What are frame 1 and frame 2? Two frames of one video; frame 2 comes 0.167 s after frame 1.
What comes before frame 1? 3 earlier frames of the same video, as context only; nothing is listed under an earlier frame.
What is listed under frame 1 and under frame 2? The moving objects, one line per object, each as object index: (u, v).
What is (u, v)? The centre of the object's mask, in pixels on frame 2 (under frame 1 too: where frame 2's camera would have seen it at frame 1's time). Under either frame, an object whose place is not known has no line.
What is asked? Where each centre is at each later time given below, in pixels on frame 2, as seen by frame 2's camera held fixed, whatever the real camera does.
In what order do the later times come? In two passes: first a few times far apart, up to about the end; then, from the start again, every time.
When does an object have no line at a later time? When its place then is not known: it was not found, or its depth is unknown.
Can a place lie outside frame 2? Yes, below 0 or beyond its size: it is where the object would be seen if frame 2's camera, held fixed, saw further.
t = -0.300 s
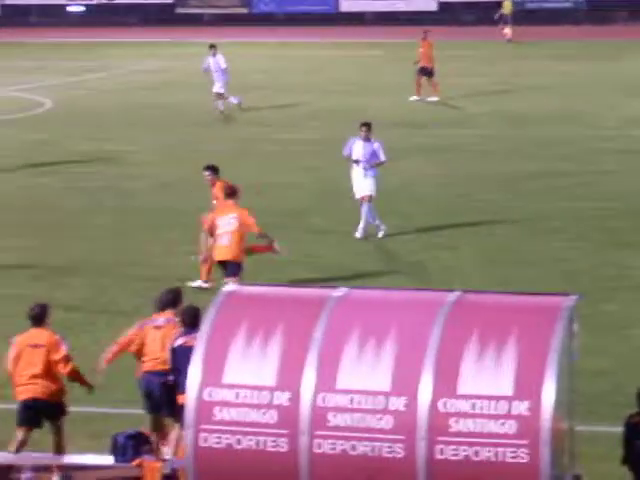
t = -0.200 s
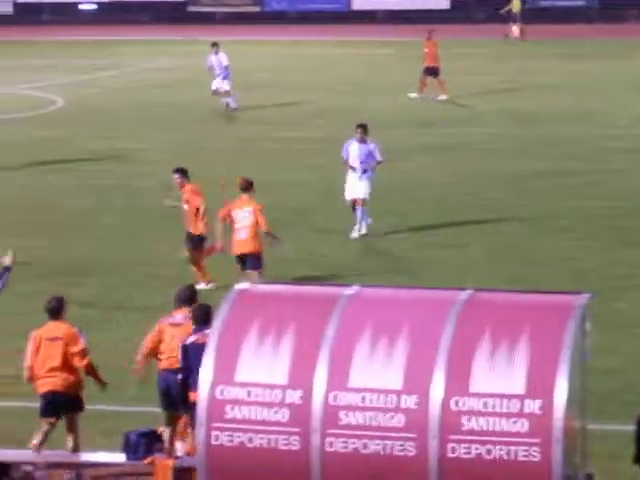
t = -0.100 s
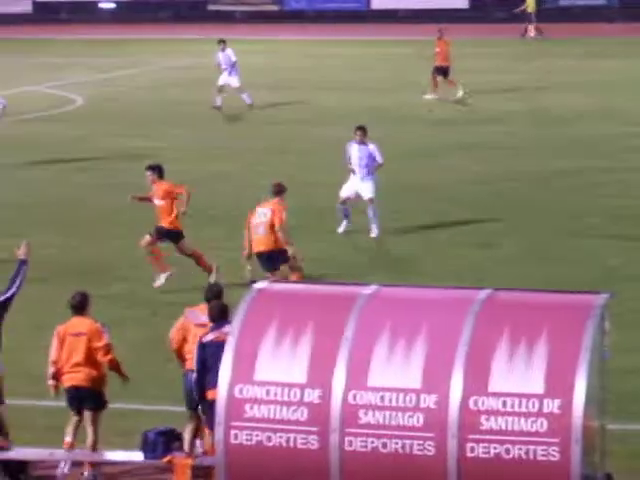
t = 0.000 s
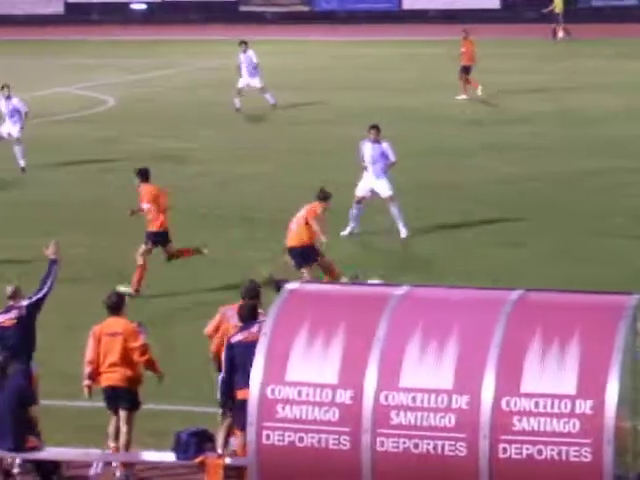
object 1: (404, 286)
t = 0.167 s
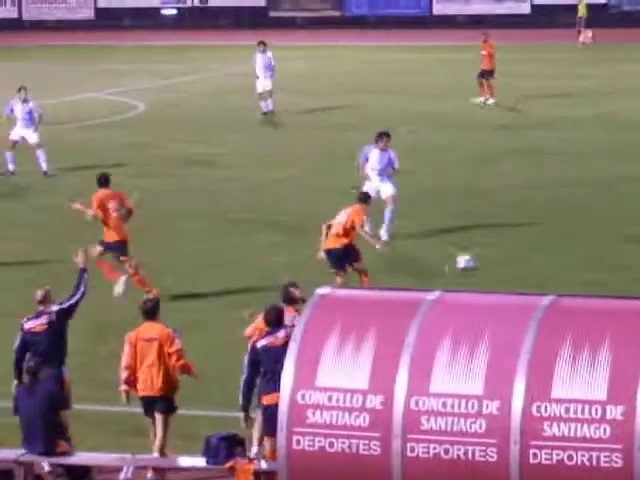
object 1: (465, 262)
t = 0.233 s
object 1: (484, 252)
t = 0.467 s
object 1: (538, 226)
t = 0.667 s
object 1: (567, 207)
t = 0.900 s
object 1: (591, 191)
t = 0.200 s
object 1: (475, 256)
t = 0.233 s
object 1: (484, 252)
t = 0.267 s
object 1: (492, 249)
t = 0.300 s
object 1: (502, 245)
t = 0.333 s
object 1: (510, 239)
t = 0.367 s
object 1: (517, 235)
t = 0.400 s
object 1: (524, 232)
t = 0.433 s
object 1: (531, 229)
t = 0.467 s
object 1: (538, 226)
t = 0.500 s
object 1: (543, 221)
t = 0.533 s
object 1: (549, 217)
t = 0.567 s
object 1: (554, 215)
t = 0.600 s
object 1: (559, 213)
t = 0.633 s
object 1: (563, 210)
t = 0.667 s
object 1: (567, 207)
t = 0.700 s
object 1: (571, 203)
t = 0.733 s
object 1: (575, 202)
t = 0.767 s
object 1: (578, 200)
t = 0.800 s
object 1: (582, 198)
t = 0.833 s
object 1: (585, 195)
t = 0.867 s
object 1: (588, 192)
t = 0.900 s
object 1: (591, 191)
